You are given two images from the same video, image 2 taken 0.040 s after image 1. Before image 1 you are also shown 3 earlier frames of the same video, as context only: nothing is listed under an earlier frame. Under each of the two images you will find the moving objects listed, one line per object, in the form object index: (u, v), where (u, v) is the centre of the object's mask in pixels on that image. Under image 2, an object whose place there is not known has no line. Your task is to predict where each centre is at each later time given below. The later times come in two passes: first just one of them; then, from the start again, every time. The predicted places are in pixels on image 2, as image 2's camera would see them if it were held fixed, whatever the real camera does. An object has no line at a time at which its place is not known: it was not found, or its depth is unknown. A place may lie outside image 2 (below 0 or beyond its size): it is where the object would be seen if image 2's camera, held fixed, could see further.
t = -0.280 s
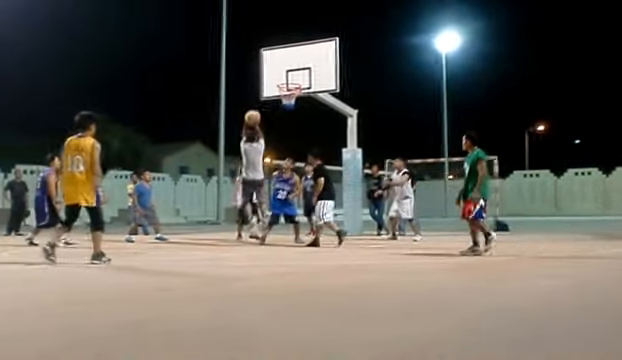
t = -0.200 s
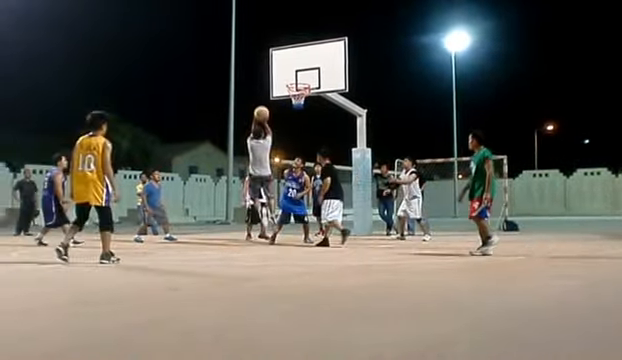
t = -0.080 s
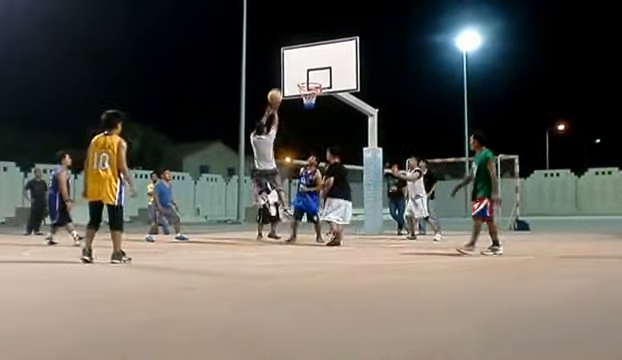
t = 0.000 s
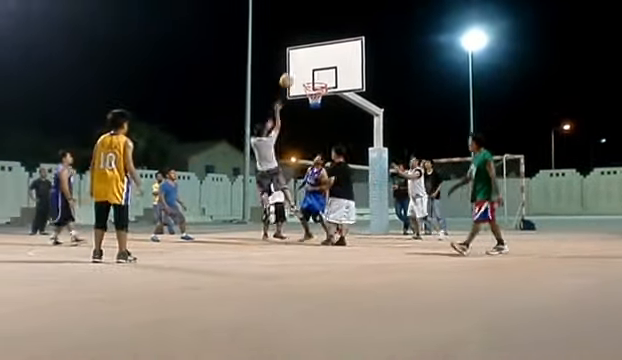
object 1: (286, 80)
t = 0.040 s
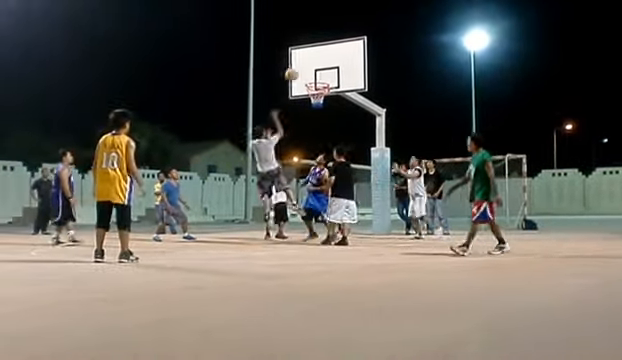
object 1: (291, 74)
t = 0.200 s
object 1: (304, 59)
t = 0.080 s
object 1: (294, 69)
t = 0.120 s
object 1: (298, 65)
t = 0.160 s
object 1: (301, 62)
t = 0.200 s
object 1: (304, 59)
